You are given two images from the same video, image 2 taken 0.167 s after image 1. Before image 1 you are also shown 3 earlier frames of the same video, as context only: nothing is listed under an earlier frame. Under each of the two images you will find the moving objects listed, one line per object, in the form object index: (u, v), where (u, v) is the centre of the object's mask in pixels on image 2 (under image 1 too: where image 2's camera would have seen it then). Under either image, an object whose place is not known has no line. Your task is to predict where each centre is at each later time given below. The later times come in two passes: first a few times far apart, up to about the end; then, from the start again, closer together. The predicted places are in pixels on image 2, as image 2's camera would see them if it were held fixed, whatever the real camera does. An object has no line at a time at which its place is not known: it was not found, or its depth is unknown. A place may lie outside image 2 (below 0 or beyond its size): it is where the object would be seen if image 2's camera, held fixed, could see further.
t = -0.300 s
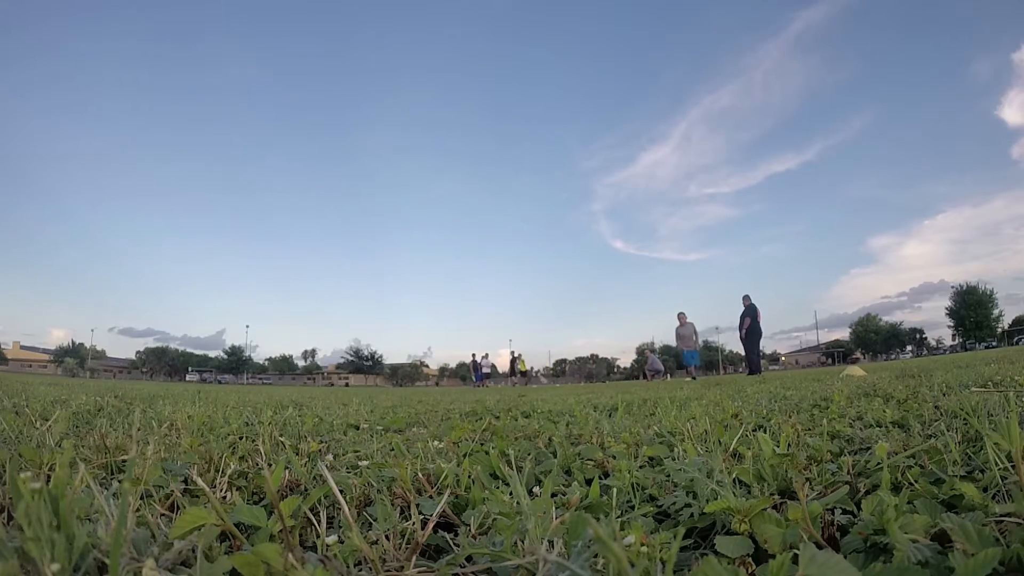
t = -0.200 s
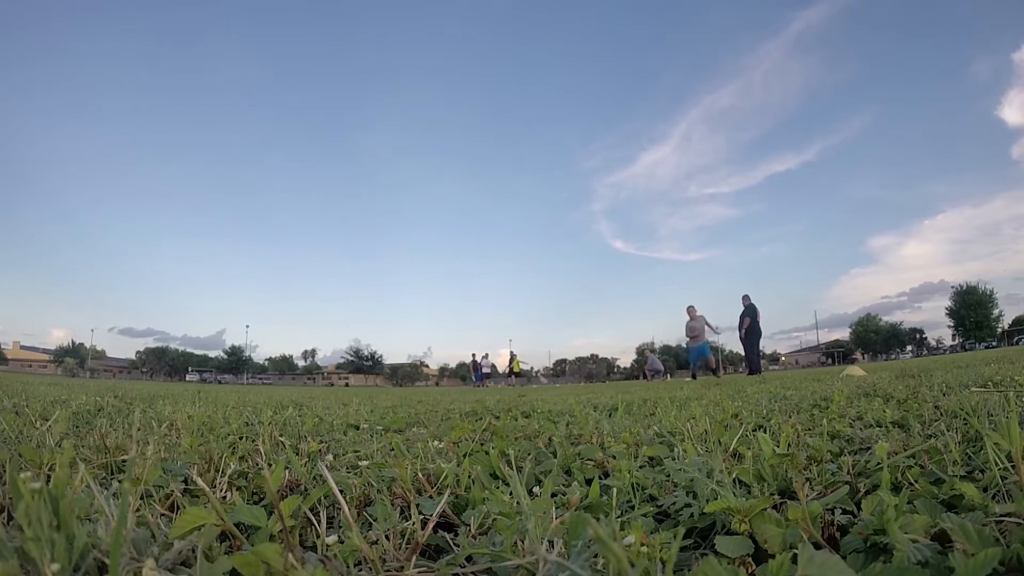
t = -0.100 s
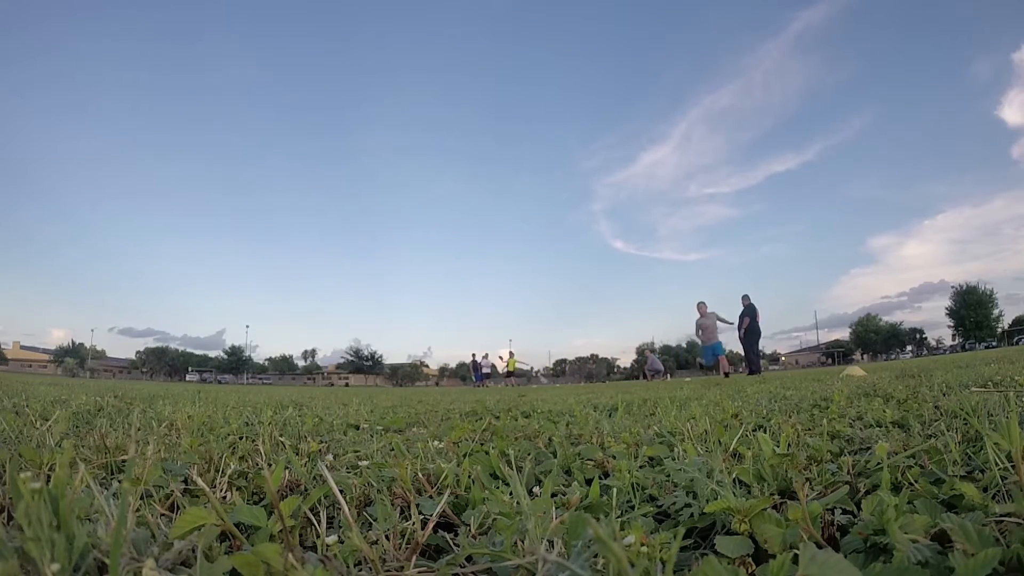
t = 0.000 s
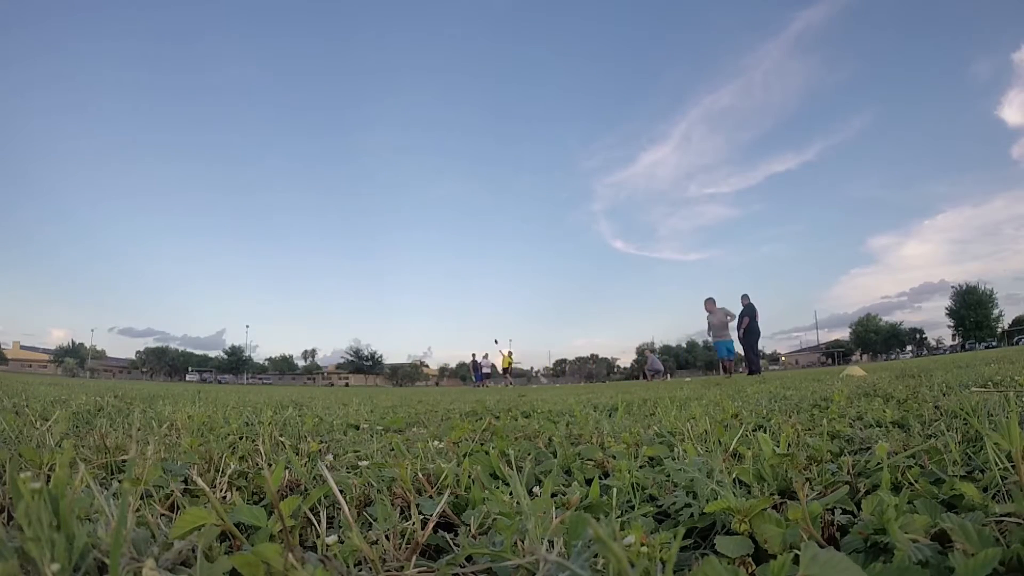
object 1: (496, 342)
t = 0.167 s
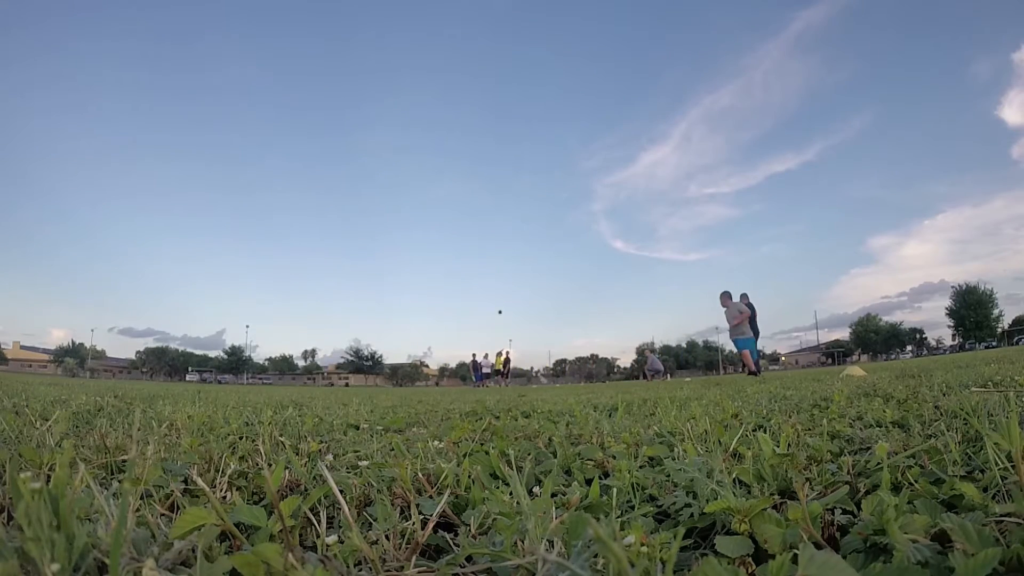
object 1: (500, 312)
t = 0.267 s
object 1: (502, 295)
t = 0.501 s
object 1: (510, 260)
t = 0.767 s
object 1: (525, 231)
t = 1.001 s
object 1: (550, 225)
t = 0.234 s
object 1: (501, 301)
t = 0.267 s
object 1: (502, 295)
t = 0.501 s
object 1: (510, 260)
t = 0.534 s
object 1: (511, 256)
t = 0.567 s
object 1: (513, 252)
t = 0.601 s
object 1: (515, 248)
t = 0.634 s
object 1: (516, 244)
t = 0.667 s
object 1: (518, 240)
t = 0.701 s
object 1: (520, 237)
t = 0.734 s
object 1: (522, 234)
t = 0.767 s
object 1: (525, 231)
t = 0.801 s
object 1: (527, 229)
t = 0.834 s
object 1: (530, 227)
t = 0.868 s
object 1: (533, 225)
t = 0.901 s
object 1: (537, 224)
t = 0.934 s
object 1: (541, 224)
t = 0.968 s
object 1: (545, 224)
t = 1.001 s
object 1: (550, 225)
